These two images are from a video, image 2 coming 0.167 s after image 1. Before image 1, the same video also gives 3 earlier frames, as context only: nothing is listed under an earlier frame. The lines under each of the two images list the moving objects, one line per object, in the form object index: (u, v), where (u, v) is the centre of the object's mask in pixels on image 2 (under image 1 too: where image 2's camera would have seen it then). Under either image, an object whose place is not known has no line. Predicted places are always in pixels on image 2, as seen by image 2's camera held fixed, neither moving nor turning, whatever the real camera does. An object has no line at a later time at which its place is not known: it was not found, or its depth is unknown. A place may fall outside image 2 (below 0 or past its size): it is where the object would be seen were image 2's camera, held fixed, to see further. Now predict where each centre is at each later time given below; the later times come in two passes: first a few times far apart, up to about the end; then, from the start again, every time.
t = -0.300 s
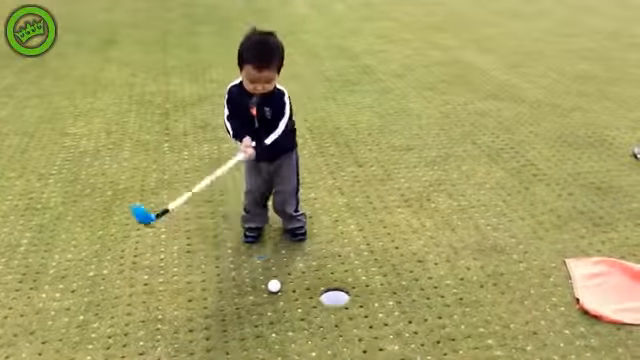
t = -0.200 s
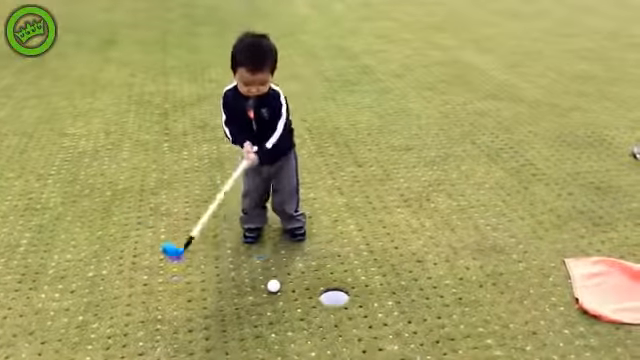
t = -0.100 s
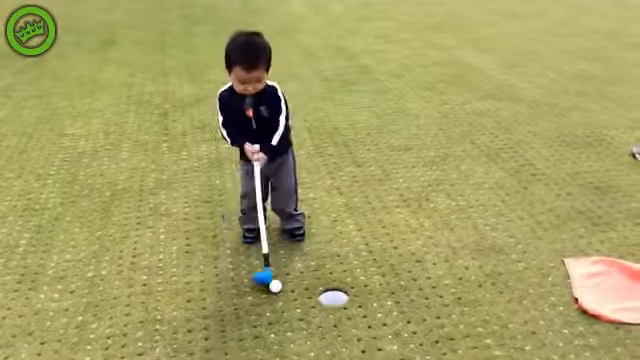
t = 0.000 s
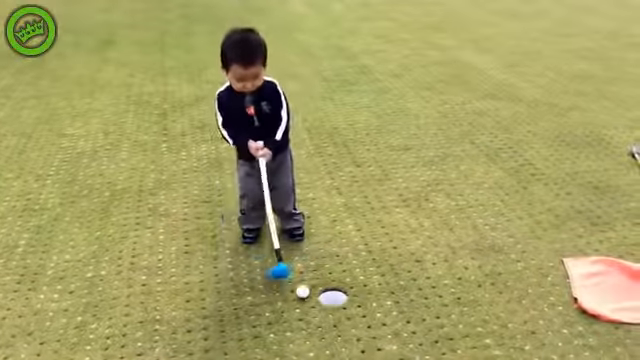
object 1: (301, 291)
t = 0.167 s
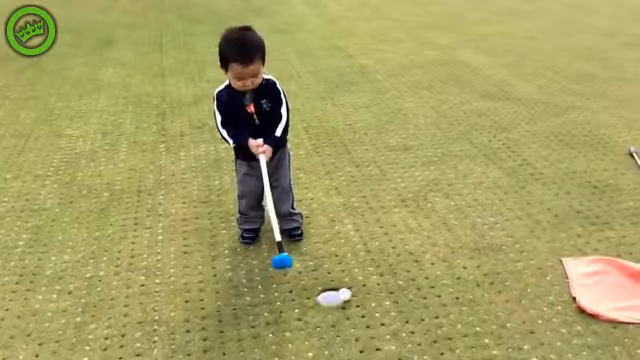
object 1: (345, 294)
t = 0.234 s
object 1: (356, 289)
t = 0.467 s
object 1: (395, 279)
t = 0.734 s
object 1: (435, 267)
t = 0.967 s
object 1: (466, 258)
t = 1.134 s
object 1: (485, 251)
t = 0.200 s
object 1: (350, 291)
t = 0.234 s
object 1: (356, 289)
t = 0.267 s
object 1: (361, 287)
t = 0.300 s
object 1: (367, 286)
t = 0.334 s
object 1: (373, 285)
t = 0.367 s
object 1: (378, 283)
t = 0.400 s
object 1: (384, 281)
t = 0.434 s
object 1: (390, 280)
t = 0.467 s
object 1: (395, 279)
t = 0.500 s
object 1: (401, 277)
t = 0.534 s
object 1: (406, 275)
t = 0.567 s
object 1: (410, 274)
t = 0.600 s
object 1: (415, 272)
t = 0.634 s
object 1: (420, 271)
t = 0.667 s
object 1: (425, 270)
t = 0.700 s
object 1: (430, 268)
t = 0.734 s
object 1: (435, 267)
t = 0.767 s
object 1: (439, 265)
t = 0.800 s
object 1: (444, 264)
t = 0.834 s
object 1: (448, 263)
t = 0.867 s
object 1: (454, 262)
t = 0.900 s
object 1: (459, 261)
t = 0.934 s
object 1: (462, 259)
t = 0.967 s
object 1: (466, 258)
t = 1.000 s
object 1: (471, 257)
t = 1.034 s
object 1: (474, 256)
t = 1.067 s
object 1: (478, 254)
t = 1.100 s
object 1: (482, 252)
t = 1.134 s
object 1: (485, 251)
